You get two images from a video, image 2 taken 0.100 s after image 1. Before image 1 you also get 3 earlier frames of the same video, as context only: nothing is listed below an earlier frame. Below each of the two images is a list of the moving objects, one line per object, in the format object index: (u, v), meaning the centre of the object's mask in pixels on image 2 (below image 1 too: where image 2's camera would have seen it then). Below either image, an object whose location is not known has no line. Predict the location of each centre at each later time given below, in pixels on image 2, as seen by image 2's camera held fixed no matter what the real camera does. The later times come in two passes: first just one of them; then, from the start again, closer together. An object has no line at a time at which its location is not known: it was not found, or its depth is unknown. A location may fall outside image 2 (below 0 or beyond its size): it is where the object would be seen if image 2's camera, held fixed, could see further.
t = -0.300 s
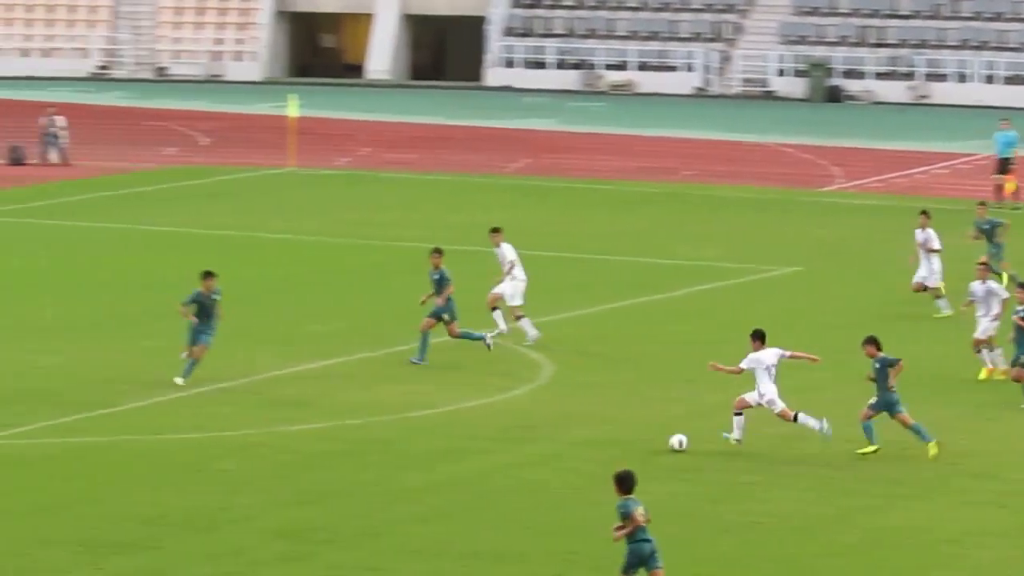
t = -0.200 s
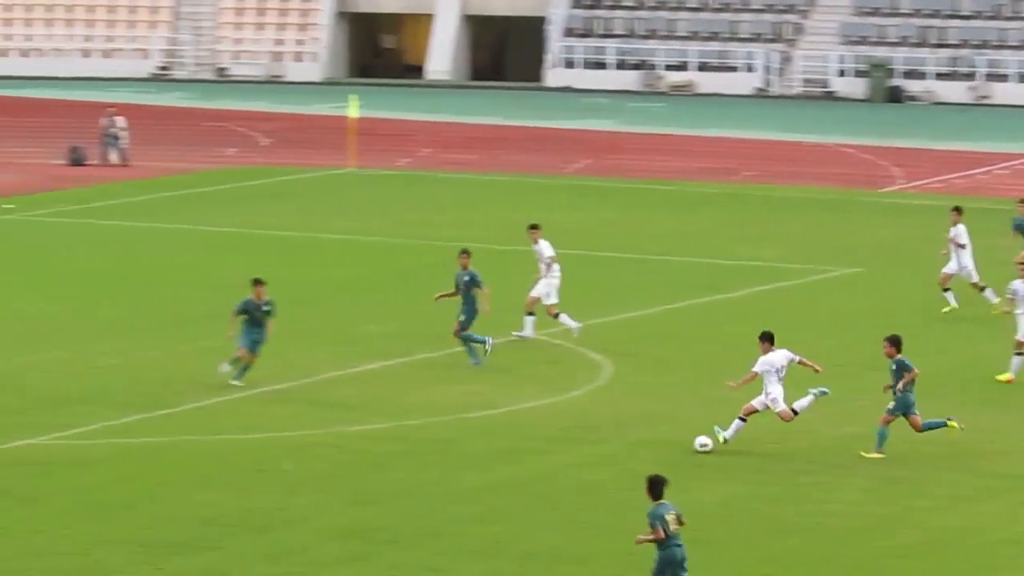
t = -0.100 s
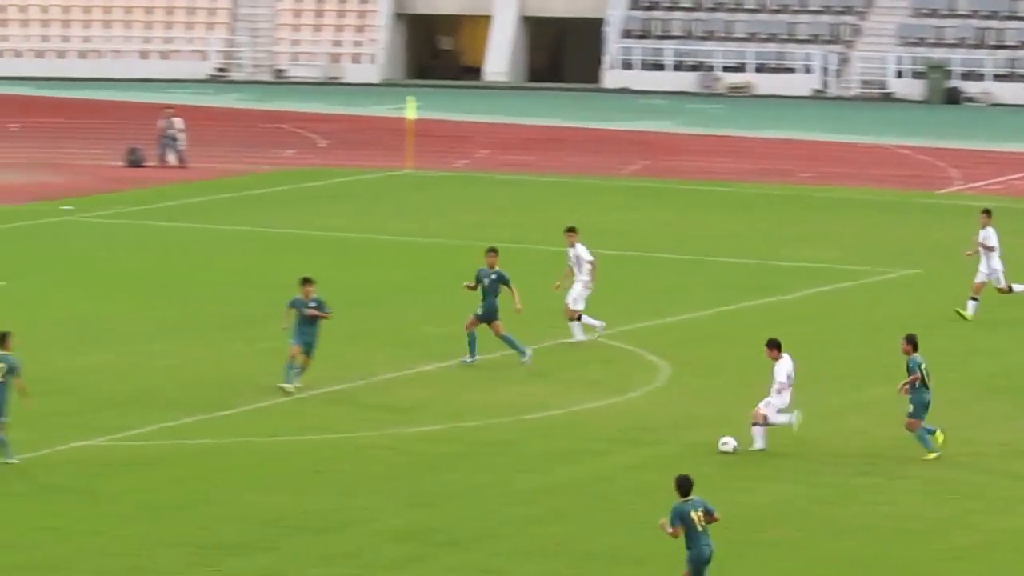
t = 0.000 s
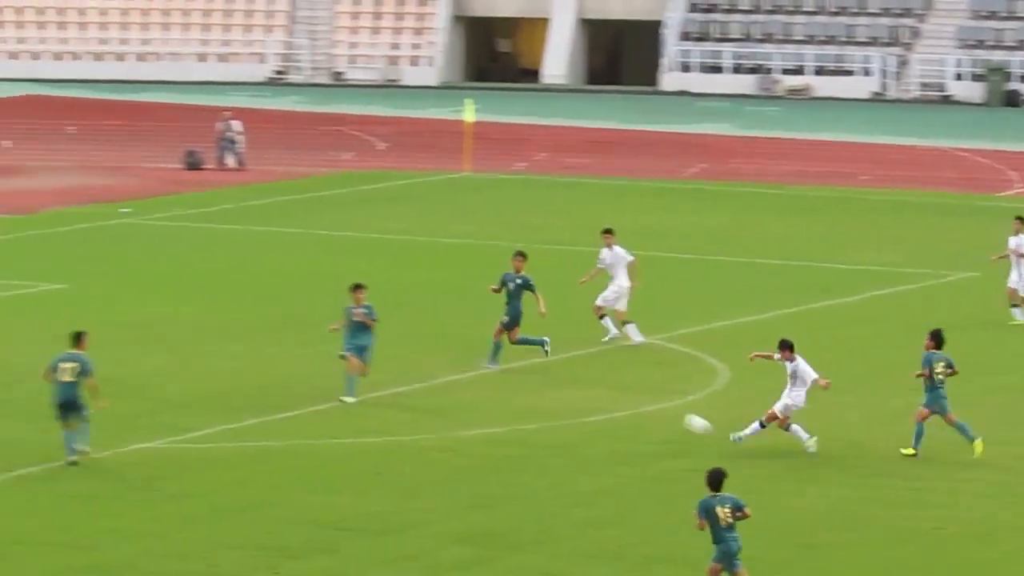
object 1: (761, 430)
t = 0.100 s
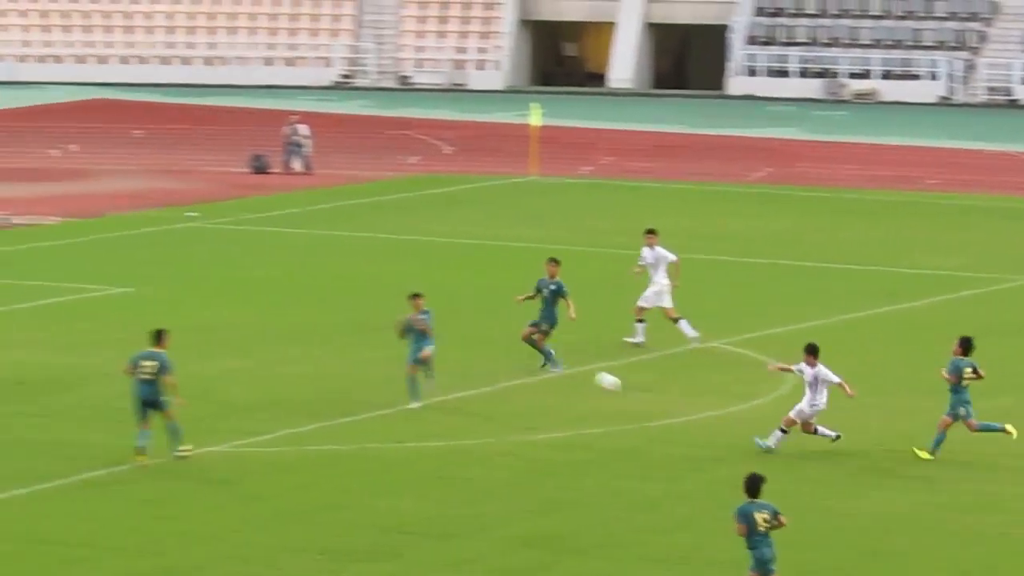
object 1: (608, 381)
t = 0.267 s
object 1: (372, 318)
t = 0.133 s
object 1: (558, 366)
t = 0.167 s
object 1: (509, 353)
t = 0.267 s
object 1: (372, 318)
